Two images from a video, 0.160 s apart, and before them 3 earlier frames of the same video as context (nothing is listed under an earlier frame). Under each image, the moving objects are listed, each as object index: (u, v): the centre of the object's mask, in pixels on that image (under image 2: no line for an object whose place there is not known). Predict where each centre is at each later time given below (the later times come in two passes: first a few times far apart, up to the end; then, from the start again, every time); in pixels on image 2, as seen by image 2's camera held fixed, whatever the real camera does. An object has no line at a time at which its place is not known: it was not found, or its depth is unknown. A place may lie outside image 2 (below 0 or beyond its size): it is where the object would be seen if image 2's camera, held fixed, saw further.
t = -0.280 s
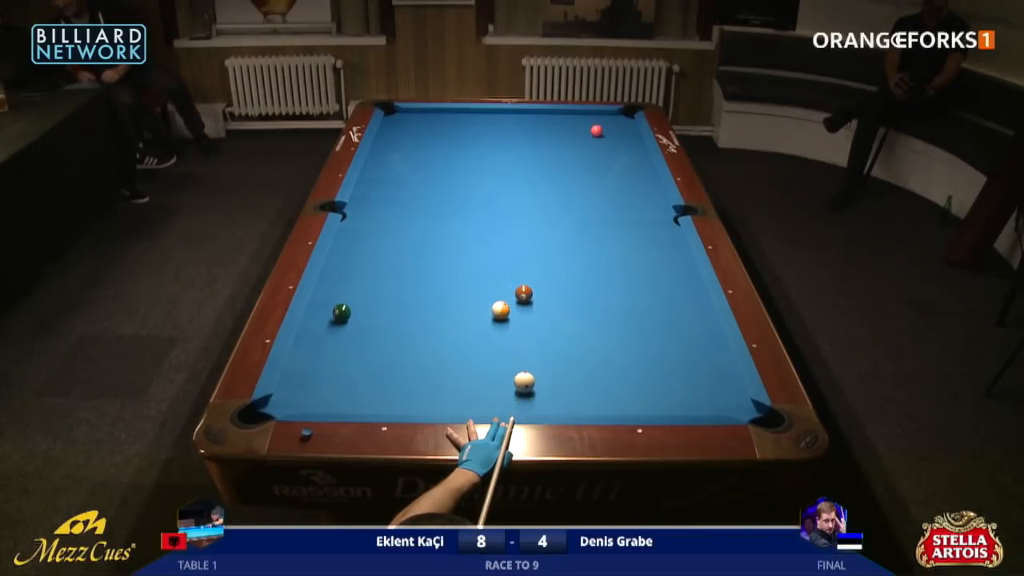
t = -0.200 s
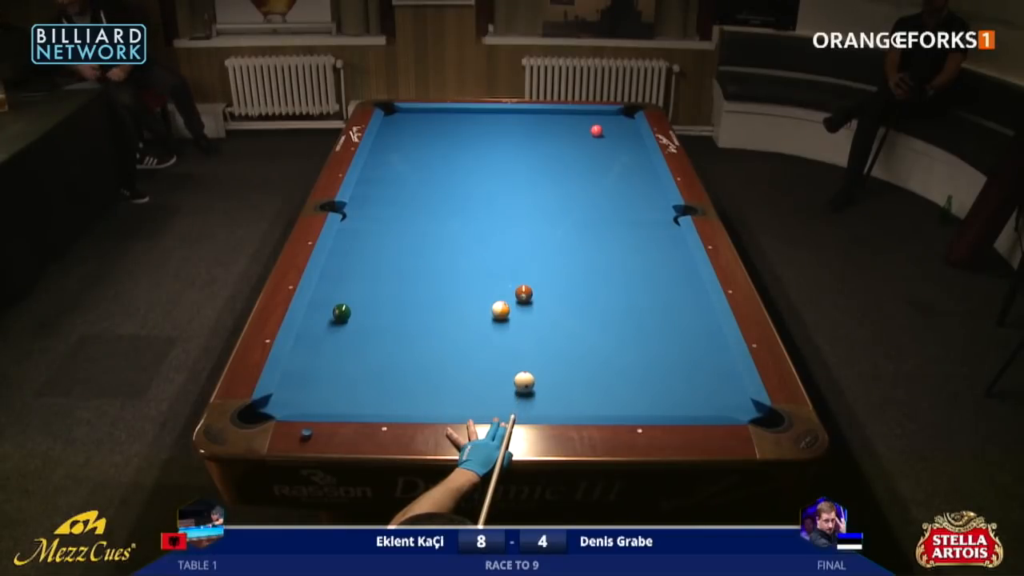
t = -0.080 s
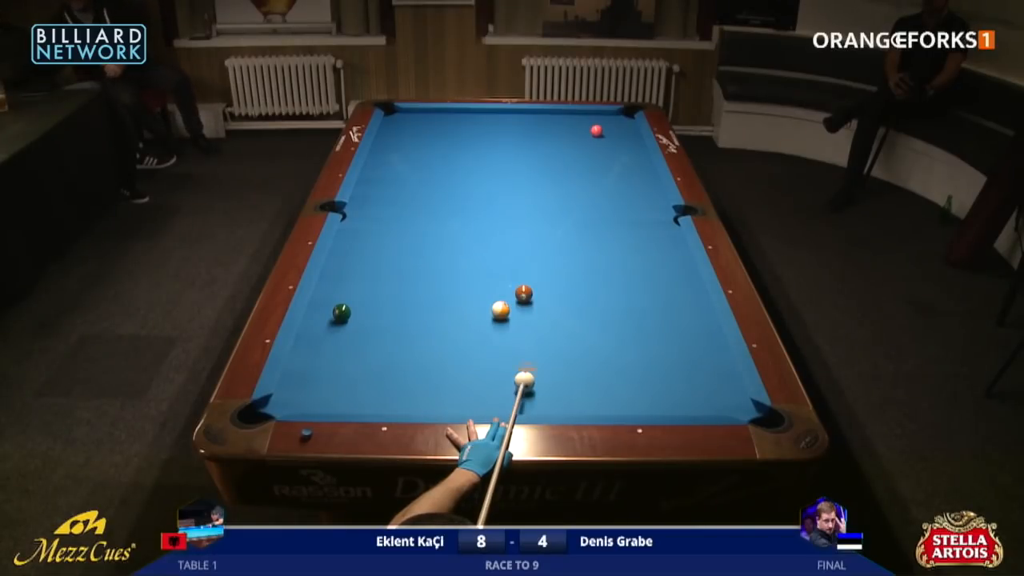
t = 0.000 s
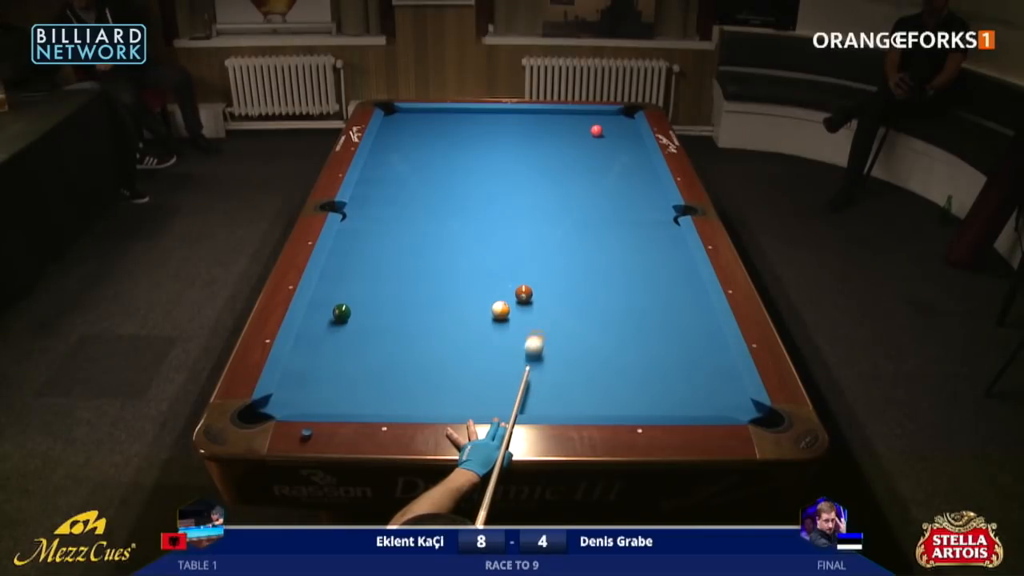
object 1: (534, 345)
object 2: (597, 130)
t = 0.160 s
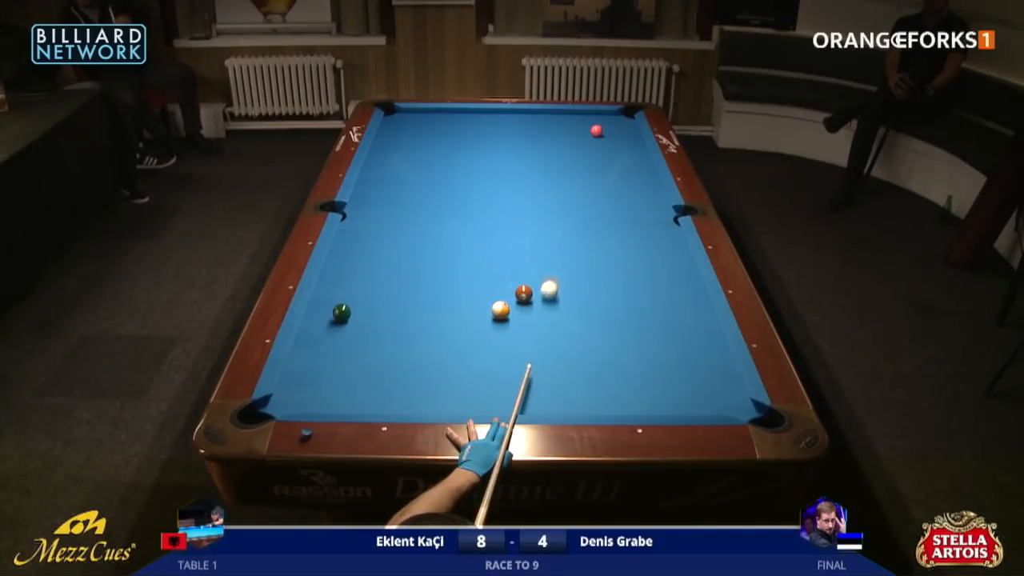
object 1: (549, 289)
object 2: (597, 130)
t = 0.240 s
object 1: (555, 266)
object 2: (597, 130)
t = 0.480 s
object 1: (571, 207)
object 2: (597, 130)
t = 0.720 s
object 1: (583, 163)
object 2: (597, 130)
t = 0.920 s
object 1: (590, 134)
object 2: (599, 129)
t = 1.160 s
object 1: (564, 123)
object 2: (629, 110)
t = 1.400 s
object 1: (545, 111)
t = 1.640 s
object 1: (534, 118)
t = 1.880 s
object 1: (523, 124)
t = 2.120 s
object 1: (512, 131)
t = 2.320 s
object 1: (502, 136)
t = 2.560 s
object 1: (491, 142)
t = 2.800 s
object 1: (480, 149)
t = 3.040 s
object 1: (469, 155)
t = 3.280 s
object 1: (458, 161)
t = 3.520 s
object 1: (447, 167)
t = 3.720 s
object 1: (438, 172)
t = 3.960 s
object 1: (428, 178)
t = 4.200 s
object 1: (418, 183)
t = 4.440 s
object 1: (409, 189)
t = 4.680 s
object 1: (400, 194)
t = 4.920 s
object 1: (392, 199)
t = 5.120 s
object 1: (386, 202)
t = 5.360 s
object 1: (379, 207)
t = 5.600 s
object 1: (372, 211)
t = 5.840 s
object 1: (367, 214)
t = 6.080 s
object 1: (362, 218)
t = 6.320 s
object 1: (357, 220)
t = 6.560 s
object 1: (354, 223)
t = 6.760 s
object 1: (351, 224)
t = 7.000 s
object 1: (349, 226)
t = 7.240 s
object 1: (347, 227)
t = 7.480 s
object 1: (347, 227)
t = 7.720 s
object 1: (347, 228)
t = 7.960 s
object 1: (347, 227)
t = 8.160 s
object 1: (347, 227)
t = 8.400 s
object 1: (347, 227)
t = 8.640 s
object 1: (347, 227)
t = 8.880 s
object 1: (347, 227)
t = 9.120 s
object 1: (347, 227)
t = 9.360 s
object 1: (347, 227)
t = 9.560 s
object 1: (347, 227)
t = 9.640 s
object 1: (347, 227)
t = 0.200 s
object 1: (552, 277)
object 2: (597, 130)
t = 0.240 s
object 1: (555, 266)
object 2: (597, 130)
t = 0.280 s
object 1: (558, 255)
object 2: (597, 130)
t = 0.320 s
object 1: (561, 245)
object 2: (597, 130)
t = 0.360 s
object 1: (564, 235)
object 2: (597, 130)
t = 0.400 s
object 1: (567, 225)
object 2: (597, 130)
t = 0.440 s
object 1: (569, 216)
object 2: (597, 130)
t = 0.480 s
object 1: (571, 207)
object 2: (597, 130)
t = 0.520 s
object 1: (573, 199)
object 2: (597, 130)
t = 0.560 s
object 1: (575, 191)
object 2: (597, 130)
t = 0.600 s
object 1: (577, 184)
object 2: (597, 130)
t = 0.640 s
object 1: (579, 177)
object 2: (597, 130)
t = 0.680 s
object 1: (581, 170)
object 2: (597, 130)
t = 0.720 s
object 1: (583, 163)
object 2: (597, 130)
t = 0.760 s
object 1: (585, 156)
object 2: (597, 130)
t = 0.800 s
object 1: (586, 150)
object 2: (597, 130)
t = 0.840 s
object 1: (588, 144)
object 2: (597, 131)
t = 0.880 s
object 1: (589, 139)
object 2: (597, 130)
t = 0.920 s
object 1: (590, 134)
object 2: (599, 129)
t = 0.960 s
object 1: (585, 132)
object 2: (604, 126)
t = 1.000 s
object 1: (580, 131)
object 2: (610, 122)
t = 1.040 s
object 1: (575, 129)
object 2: (616, 119)
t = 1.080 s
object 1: (571, 127)
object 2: (621, 116)
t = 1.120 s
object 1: (567, 125)
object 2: (626, 112)
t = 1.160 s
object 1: (564, 123)
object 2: (629, 110)
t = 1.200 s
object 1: (561, 121)
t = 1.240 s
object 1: (557, 119)
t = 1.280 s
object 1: (554, 117)
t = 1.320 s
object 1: (551, 115)
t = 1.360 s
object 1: (548, 113)
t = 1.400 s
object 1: (545, 111)
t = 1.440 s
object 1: (543, 112)
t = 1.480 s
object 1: (541, 114)
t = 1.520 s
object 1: (540, 115)
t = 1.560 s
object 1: (538, 116)
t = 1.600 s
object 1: (536, 117)
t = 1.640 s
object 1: (534, 118)
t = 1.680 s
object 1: (532, 119)
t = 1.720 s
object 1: (530, 120)
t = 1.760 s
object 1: (529, 121)
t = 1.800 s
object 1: (527, 122)
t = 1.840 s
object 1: (525, 123)
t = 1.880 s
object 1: (523, 124)
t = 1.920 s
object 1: (521, 125)
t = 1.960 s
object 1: (519, 126)
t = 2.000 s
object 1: (517, 127)
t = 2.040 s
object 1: (516, 128)
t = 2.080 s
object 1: (514, 130)
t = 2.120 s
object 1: (512, 131)
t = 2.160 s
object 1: (510, 132)
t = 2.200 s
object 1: (508, 133)
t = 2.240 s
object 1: (506, 134)
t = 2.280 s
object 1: (504, 135)
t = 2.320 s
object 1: (502, 136)
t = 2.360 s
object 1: (500, 137)
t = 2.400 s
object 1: (499, 138)
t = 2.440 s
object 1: (497, 139)
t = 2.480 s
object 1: (495, 140)
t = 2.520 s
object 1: (493, 141)
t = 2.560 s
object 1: (491, 142)
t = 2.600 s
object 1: (489, 143)
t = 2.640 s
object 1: (487, 144)
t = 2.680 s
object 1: (485, 145)
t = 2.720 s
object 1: (484, 146)
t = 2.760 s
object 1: (482, 147)
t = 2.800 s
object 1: (480, 149)
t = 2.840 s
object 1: (478, 149)
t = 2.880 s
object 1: (476, 151)
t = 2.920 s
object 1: (474, 152)
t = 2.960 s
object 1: (472, 153)
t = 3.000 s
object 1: (470, 154)
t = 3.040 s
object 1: (469, 155)
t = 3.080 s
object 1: (467, 156)
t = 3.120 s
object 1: (465, 157)
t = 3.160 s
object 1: (463, 158)
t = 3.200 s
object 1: (461, 159)
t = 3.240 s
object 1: (459, 160)
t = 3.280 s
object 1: (458, 161)
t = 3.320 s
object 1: (456, 162)
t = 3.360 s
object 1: (454, 163)
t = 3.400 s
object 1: (452, 164)
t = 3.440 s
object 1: (450, 165)
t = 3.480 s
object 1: (449, 166)
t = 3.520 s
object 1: (447, 167)
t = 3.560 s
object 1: (445, 168)
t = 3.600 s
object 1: (443, 169)
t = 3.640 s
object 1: (442, 170)
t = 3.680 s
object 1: (440, 171)
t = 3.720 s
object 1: (438, 172)
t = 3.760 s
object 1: (436, 173)
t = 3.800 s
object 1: (435, 174)
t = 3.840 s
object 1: (433, 175)
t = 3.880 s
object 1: (431, 176)
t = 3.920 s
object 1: (430, 177)
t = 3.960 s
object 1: (428, 178)
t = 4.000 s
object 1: (427, 179)
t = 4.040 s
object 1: (425, 180)
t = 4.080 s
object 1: (423, 181)
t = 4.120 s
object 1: (422, 182)
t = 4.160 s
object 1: (420, 182)
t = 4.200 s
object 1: (418, 183)
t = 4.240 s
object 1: (417, 184)
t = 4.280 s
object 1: (415, 185)
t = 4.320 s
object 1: (414, 186)
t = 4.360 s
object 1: (412, 187)
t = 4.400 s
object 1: (411, 188)
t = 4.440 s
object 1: (409, 189)
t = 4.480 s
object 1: (408, 190)
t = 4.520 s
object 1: (406, 191)
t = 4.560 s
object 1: (405, 191)
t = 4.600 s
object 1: (403, 192)
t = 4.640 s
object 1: (402, 193)
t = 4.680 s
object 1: (400, 194)
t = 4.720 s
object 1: (399, 195)
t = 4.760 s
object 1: (397, 196)
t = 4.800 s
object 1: (396, 196)
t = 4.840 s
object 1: (394, 197)
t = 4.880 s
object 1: (393, 198)
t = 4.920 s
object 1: (392, 199)
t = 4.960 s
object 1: (391, 200)
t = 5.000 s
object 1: (389, 200)
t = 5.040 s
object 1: (388, 201)
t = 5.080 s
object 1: (387, 202)
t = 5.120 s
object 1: (386, 202)
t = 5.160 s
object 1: (384, 203)
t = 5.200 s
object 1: (383, 204)
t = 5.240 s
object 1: (382, 205)
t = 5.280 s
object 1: (381, 205)
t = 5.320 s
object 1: (380, 206)
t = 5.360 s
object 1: (379, 207)
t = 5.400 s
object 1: (377, 207)
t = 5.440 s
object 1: (376, 208)
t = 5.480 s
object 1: (375, 209)
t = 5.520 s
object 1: (374, 210)
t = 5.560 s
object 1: (373, 210)
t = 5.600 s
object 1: (372, 211)
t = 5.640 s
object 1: (371, 211)
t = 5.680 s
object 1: (370, 212)
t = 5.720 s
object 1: (369, 213)
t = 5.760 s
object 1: (368, 213)
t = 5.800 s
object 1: (367, 214)
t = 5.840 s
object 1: (367, 214)
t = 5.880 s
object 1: (366, 215)
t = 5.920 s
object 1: (365, 215)
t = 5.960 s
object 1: (364, 216)
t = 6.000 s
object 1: (363, 217)
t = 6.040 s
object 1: (362, 217)
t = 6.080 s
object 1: (362, 218)
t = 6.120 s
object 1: (361, 218)
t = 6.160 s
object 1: (360, 219)
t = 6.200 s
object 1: (359, 219)
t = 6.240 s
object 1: (359, 220)
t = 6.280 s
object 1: (358, 220)
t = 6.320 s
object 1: (357, 220)
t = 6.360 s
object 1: (357, 221)
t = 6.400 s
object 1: (356, 221)
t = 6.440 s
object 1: (355, 222)
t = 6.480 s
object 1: (355, 222)
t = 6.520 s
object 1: (354, 223)
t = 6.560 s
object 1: (354, 223)
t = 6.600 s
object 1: (353, 223)
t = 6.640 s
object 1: (353, 223)
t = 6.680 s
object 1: (352, 224)
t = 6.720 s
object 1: (352, 224)
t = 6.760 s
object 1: (351, 224)
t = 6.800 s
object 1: (351, 224)
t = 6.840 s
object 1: (350, 225)
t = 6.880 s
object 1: (350, 225)
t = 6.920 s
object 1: (349, 226)
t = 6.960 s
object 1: (349, 226)
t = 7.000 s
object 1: (349, 226)
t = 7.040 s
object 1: (348, 226)
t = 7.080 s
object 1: (348, 226)
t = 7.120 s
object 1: (348, 226)
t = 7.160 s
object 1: (348, 227)
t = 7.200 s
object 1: (347, 227)
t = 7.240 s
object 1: (347, 227)
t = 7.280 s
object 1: (347, 227)
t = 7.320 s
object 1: (347, 227)
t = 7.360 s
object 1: (347, 227)
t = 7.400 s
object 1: (347, 227)
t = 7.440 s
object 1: (347, 227)
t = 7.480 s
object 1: (347, 227)
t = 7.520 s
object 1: (347, 227)
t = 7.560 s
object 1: (347, 227)
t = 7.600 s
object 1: (347, 228)
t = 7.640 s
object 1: (347, 227)
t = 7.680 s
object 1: (347, 227)
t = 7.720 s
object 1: (347, 228)
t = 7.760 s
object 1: (347, 227)
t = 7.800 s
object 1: (347, 227)
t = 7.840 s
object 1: (347, 227)
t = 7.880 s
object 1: (347, 227)
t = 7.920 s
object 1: (347, 227)
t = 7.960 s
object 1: (347, 227)
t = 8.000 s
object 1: (347, 227)
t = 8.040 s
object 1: (347, 227)
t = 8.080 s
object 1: (347, 227)
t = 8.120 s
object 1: (347, 227)
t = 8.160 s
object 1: (347, 227)
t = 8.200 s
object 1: (347, 227)
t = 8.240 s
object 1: (347, 227)
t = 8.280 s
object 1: (347, 227)
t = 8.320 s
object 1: (347, 227)
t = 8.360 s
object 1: (347, 227)
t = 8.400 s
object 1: (347, 227)
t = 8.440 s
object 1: (347, 227)
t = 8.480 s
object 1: (347, 227)
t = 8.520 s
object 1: (347, 227)
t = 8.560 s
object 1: (347, 227)
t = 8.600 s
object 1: (347, 227)
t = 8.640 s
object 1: (347, 227)
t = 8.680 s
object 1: (347, 227)
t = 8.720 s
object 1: (347, 227)
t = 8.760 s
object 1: (347, 227)
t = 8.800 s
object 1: (347, 227)
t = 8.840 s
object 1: (347, 227)
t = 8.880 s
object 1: (347, 227)
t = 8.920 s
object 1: (347, 227)
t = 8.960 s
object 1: (347, 227)
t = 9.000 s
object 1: (347, 227)
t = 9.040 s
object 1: (347, 227)
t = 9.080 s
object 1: (347, 227)
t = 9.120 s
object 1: (347, 227)
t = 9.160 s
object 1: (347, 227)
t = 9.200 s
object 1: (347, 227)
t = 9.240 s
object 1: (347, 227)
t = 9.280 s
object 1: (347, 227)
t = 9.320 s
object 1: (347, 227)
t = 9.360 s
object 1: (347, 227)
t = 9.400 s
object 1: (347, 227)
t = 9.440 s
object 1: (347, 227)
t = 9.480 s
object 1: (347, 227)
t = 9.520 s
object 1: (347, 227)
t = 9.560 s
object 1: (347, 227)
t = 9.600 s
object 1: (347, 227)
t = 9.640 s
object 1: (347, 227)
